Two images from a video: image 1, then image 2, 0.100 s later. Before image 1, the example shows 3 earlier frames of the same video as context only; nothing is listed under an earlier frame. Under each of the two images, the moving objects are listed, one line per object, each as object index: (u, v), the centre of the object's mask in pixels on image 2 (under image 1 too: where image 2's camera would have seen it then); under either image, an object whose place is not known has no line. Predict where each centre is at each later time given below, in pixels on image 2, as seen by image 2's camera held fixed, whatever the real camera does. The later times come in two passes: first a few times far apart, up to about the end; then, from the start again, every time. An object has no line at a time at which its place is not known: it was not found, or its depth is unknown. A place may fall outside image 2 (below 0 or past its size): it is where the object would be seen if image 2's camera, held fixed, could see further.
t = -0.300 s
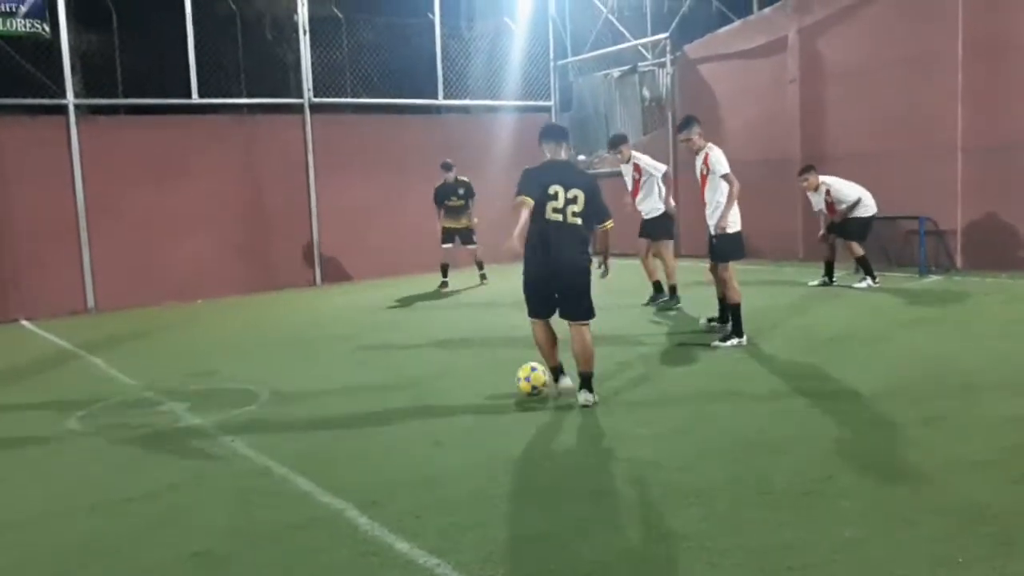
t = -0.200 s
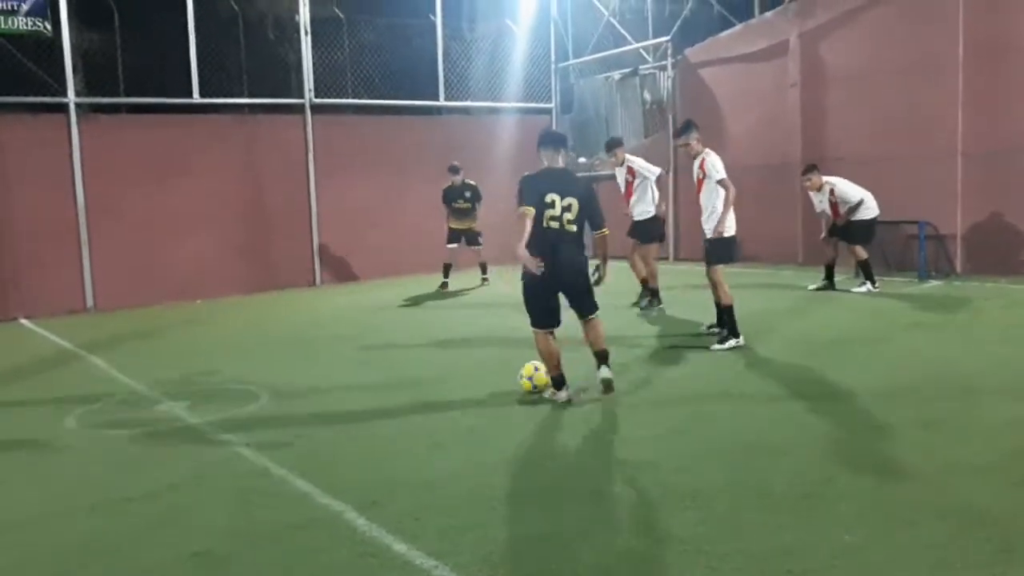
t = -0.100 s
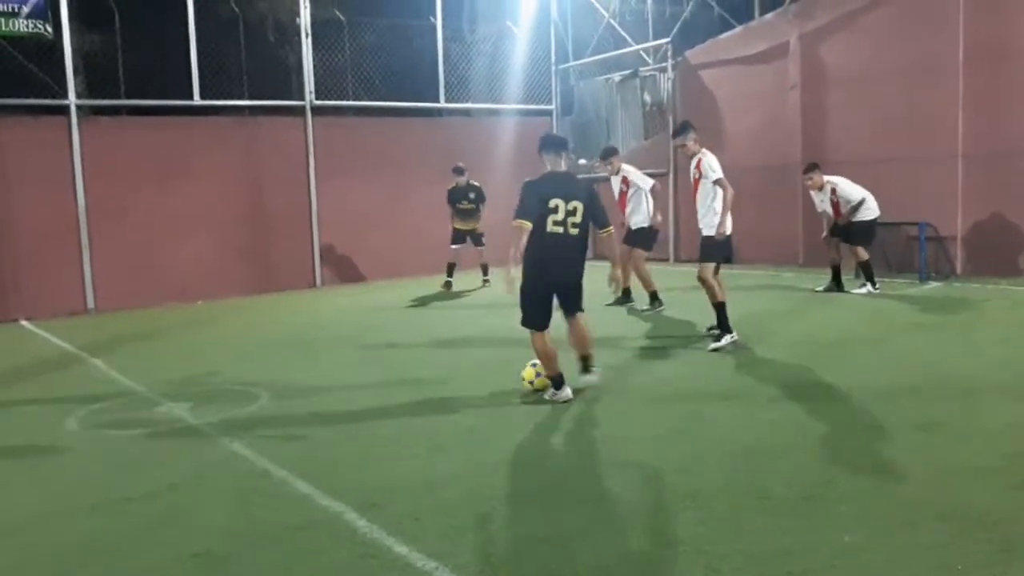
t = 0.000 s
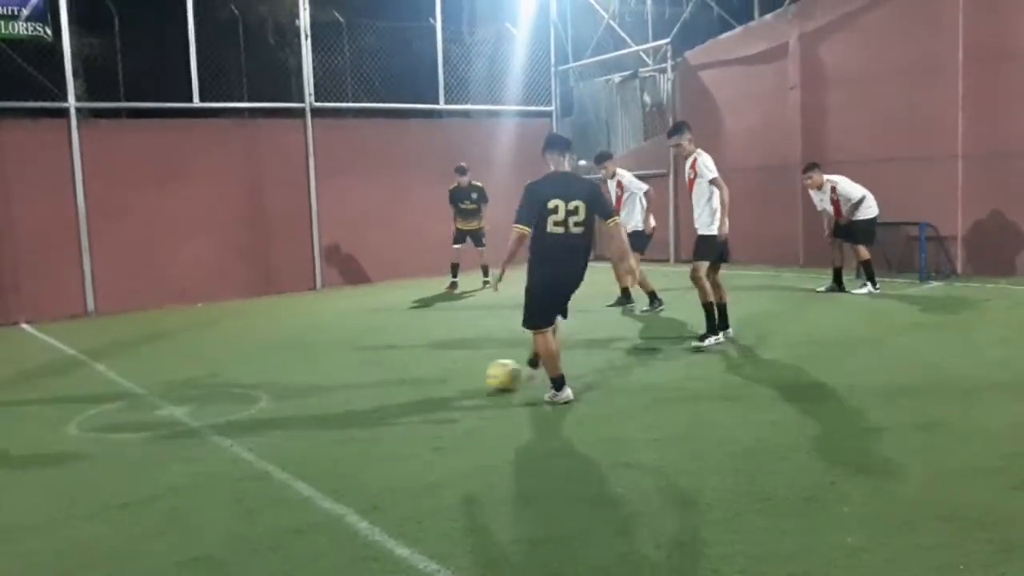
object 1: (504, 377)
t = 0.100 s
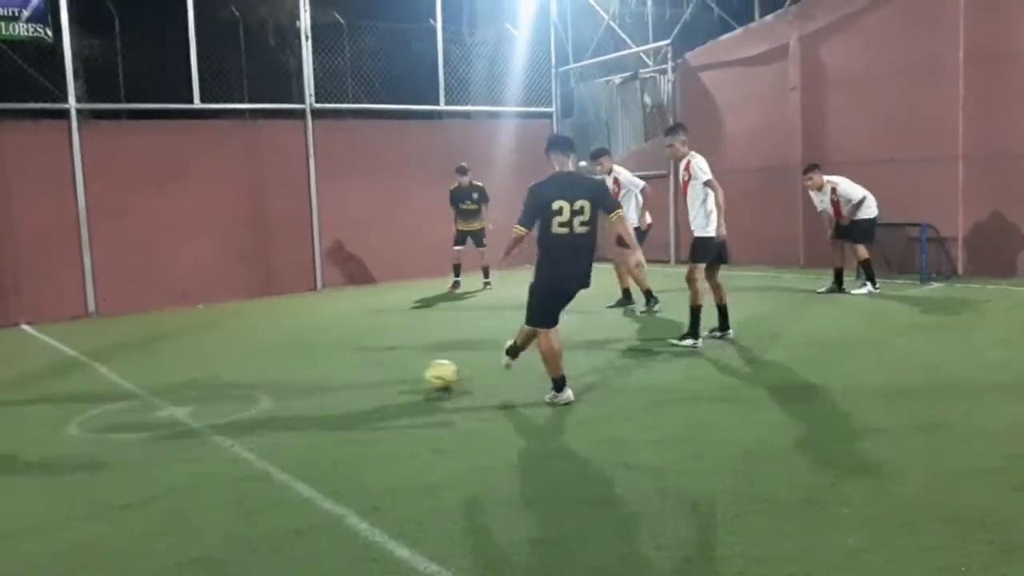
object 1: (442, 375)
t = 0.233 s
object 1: (375, 374)
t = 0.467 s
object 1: (285, 370)
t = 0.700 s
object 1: (204, 368)
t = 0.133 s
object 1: (423, 375)
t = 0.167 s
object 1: (407, 373)
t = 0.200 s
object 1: (389, 373)
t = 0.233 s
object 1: (375, 374)
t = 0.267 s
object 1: (360, 373)
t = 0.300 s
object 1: (347, 373)
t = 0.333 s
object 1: (334, 373)
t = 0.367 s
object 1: (321, 372)
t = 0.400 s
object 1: (309, 372)
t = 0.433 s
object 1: (296, 372)
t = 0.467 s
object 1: (285, 370)
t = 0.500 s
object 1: (273, 370)
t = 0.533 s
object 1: (260, 370)
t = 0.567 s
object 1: (248, 369)
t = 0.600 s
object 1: (236, 369)
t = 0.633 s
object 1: (224, 368)
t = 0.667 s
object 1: (215, 367)
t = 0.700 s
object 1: (204, 368)
